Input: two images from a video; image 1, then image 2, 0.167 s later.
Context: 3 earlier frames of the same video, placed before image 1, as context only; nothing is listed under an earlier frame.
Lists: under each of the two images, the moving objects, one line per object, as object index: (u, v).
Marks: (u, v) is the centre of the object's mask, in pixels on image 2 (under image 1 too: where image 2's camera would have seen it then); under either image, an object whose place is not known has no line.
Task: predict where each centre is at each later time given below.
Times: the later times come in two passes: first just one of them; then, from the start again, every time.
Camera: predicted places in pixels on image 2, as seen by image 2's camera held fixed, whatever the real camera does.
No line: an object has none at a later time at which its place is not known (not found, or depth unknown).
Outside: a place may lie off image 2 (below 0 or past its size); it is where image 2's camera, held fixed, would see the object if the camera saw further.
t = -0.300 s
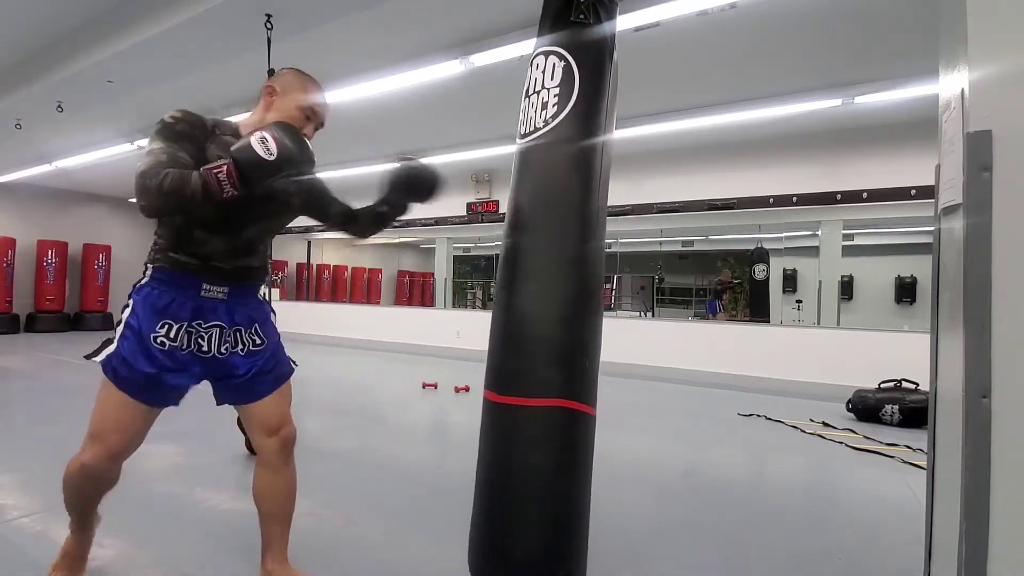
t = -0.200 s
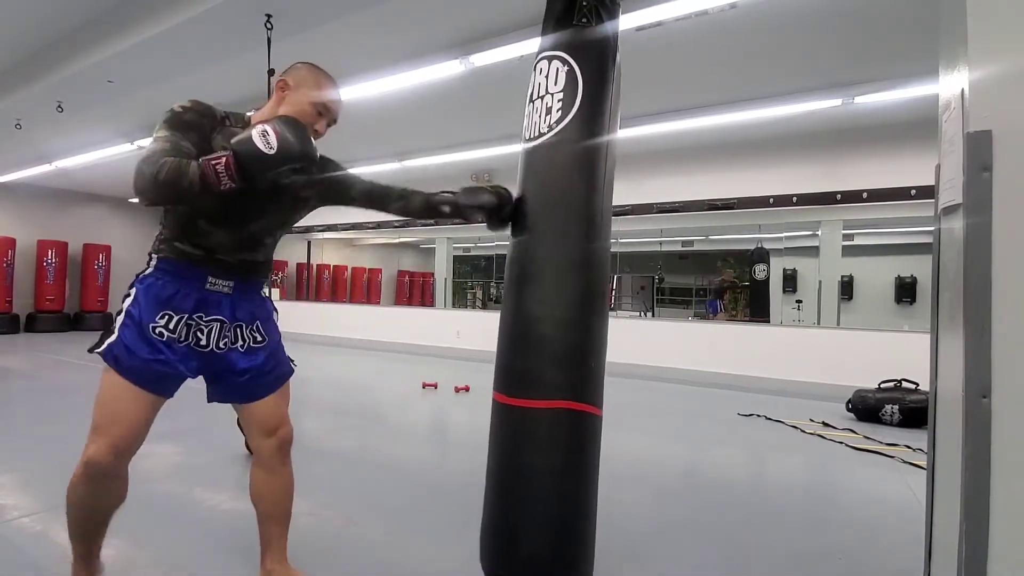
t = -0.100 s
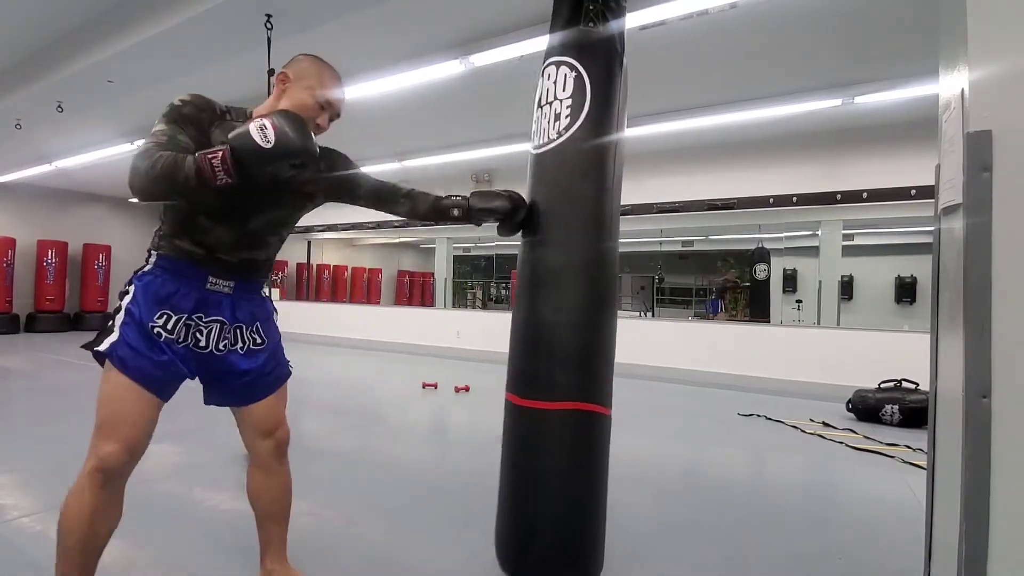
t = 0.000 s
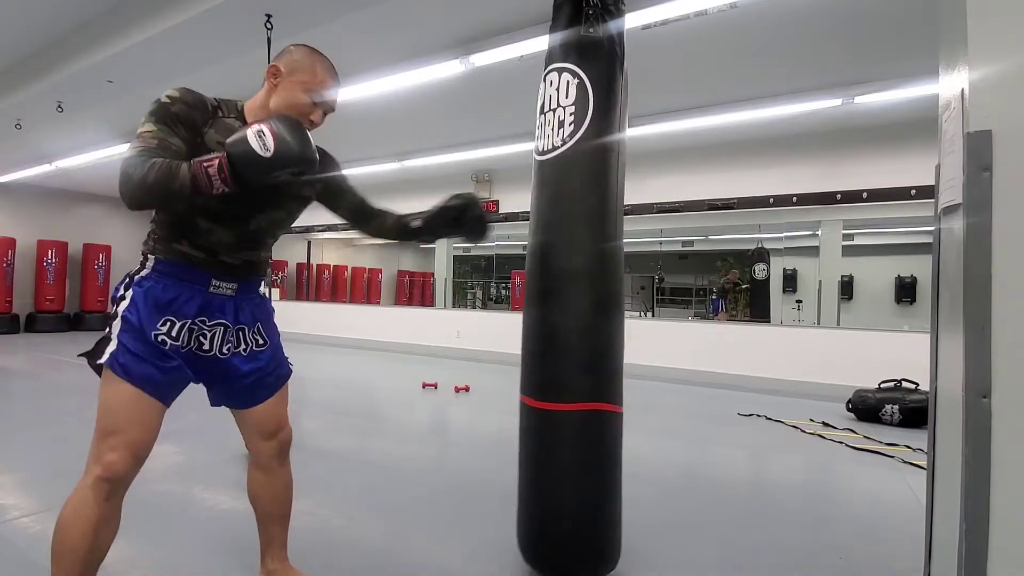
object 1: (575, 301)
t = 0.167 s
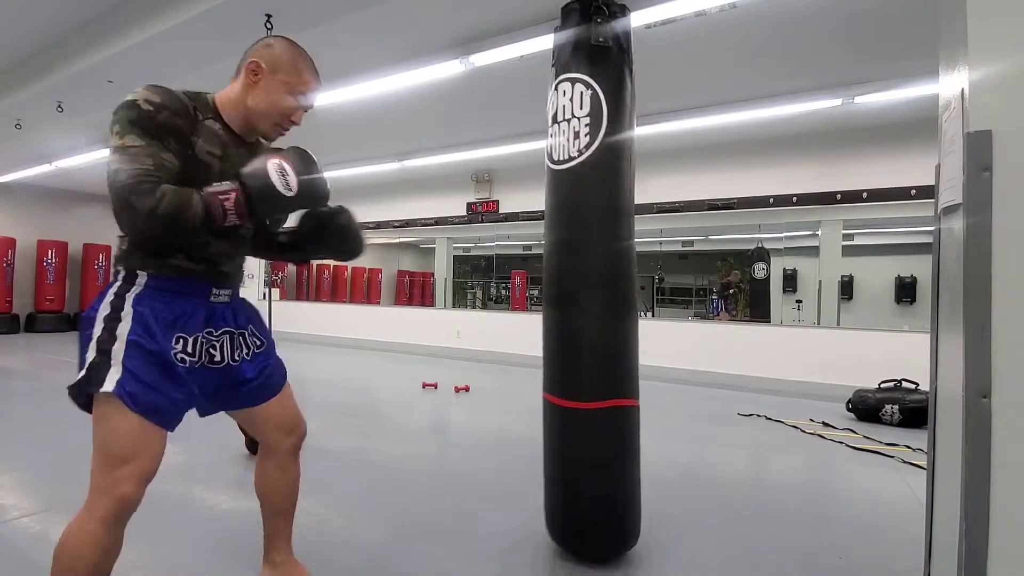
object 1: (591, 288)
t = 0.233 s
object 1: (597, 282)
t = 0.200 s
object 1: (594, 285)
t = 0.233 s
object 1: (597, 282)
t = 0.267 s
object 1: (599, 279)
